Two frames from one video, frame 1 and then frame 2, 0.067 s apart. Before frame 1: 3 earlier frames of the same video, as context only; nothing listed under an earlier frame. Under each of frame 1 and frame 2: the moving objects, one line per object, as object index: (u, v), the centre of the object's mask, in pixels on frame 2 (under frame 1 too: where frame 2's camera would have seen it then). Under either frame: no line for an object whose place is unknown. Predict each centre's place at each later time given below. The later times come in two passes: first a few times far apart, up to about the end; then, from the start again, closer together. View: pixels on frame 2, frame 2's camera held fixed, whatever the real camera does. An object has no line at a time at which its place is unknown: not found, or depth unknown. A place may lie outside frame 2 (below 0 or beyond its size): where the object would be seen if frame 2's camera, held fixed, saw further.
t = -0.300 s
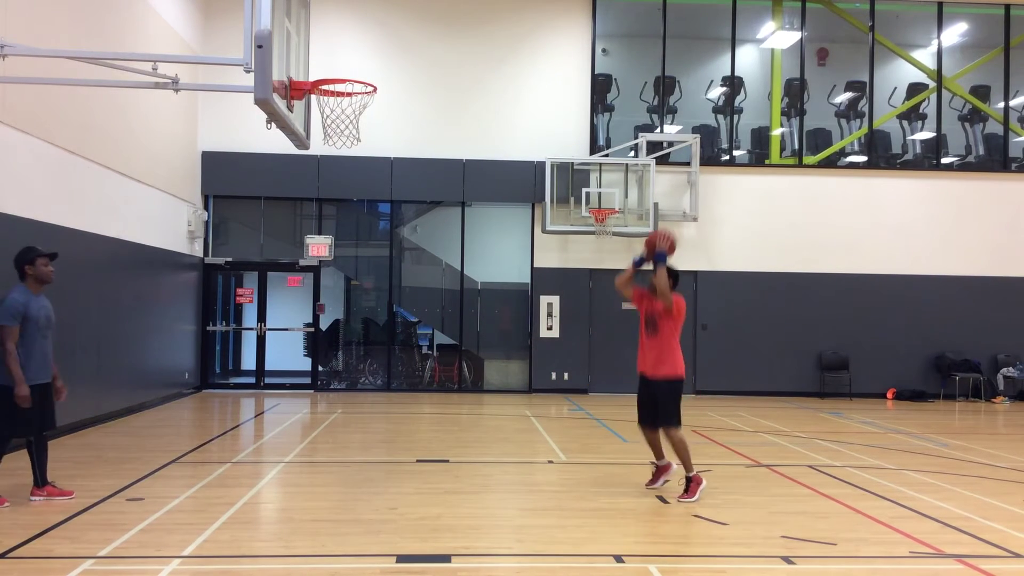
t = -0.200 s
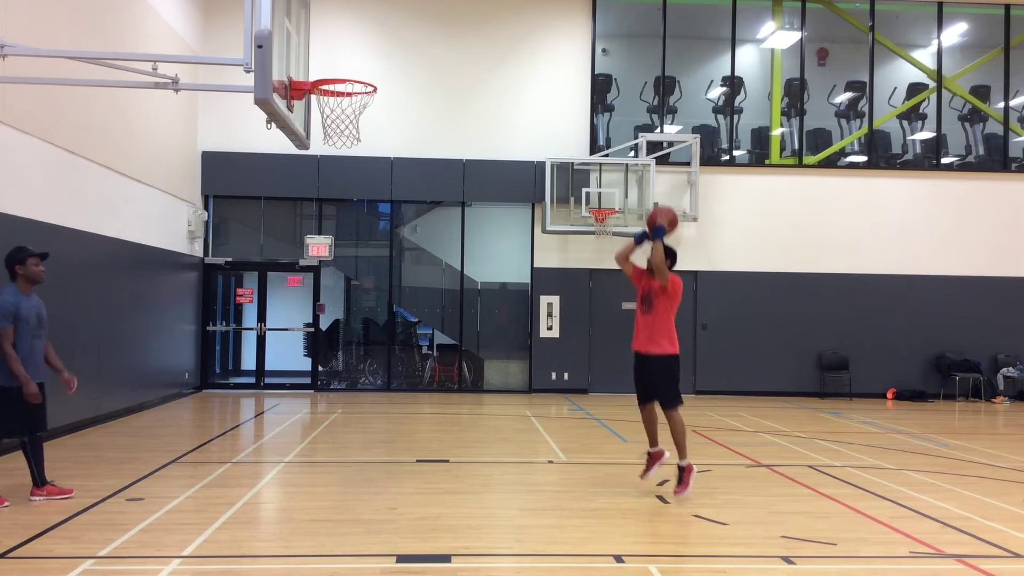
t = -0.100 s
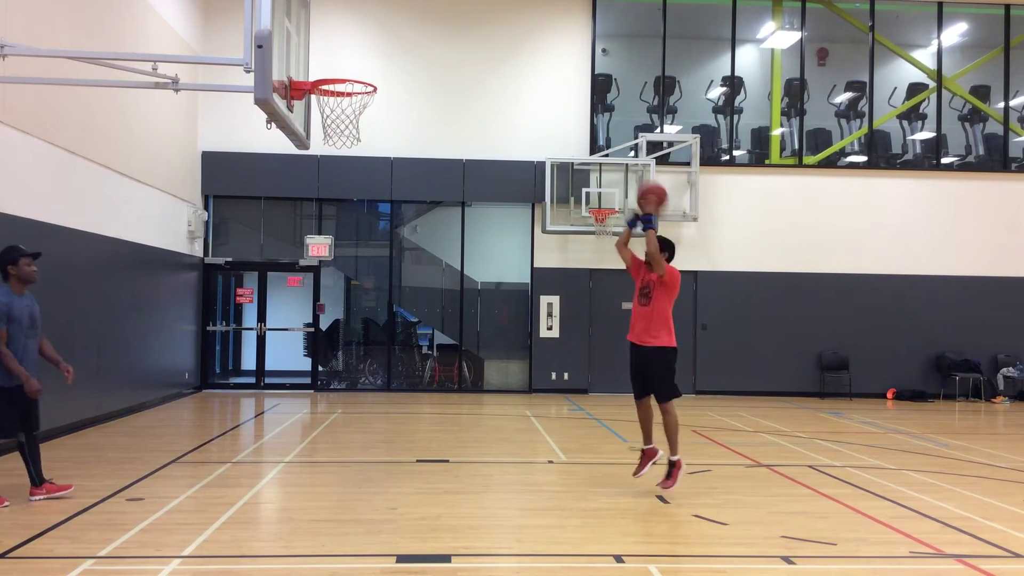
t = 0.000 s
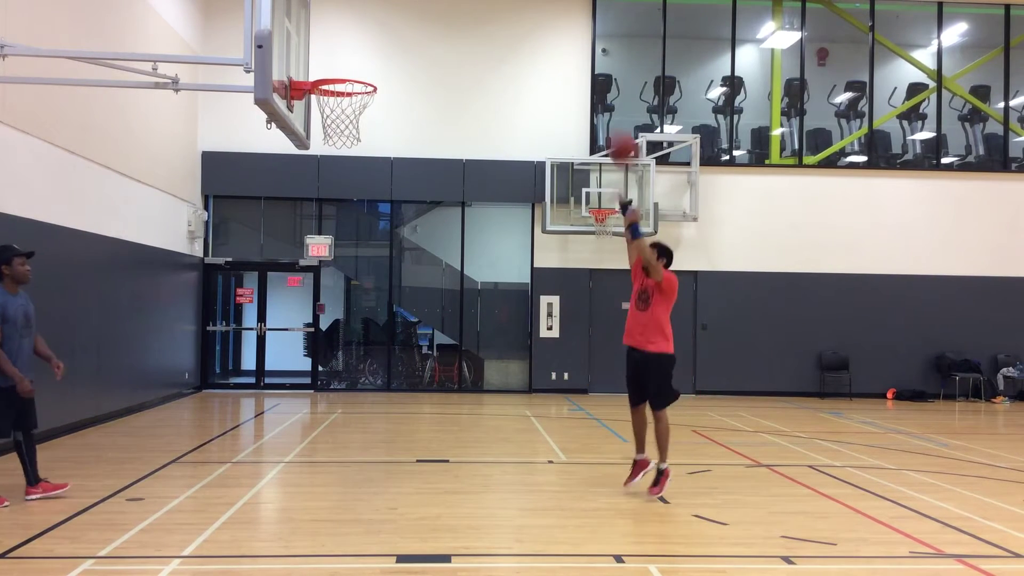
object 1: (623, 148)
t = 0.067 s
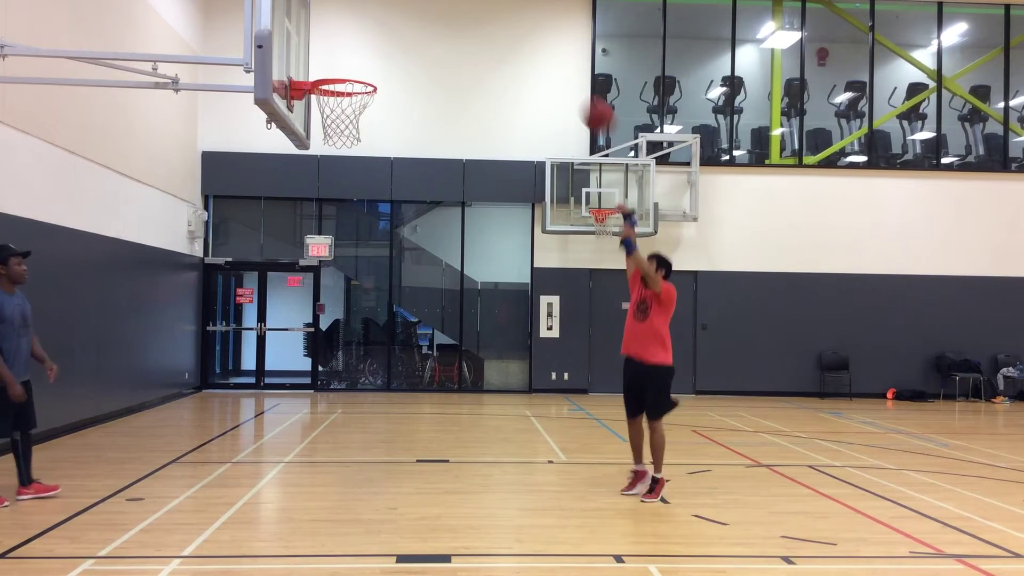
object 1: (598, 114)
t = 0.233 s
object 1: (535, 57)
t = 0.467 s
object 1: (446, 35)
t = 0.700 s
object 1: (356, 81)
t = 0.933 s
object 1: (309, 159)
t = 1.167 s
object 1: (312, 296)
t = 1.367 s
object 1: (308, 476)
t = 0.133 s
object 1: (573, 88)
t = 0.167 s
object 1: (560, 77)
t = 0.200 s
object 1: (548, 67)
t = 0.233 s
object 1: (535, 57)
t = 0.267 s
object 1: (522, 50)
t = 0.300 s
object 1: (509, 44)
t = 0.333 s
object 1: (497, 39)
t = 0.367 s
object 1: (484, 36)
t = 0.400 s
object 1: (471, 34)
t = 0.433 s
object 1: (459, 34)
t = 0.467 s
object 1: (446, 35)
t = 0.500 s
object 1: (433, 37)
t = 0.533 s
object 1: (420, 41)
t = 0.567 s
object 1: (406, 46)
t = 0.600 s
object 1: (394, 53)
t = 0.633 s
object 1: (381, 61)
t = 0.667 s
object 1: (368, 70)
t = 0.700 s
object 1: (356, 81)
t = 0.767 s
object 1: (328, 109)
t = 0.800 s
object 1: (319, 119)
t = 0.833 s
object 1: (314, 124)
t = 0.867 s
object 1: (310, 132)
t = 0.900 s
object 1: (309, 146)
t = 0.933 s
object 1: (309, 159)
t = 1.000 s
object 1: (310, 189)
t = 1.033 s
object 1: (311, 206)
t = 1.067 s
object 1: (310, 224)
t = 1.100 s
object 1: (310, 249)
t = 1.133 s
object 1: (310, 272)
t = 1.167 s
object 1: (312, 296)
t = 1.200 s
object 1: (311, 325)
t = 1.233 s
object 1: (314, 347)
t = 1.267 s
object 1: (310, 374)
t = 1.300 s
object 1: (309, 410)
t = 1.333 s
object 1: (308, 440)
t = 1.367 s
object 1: (308, 476)
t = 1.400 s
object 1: (311, 472)
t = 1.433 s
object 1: (315, 449)
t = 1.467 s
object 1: (318, 428)
